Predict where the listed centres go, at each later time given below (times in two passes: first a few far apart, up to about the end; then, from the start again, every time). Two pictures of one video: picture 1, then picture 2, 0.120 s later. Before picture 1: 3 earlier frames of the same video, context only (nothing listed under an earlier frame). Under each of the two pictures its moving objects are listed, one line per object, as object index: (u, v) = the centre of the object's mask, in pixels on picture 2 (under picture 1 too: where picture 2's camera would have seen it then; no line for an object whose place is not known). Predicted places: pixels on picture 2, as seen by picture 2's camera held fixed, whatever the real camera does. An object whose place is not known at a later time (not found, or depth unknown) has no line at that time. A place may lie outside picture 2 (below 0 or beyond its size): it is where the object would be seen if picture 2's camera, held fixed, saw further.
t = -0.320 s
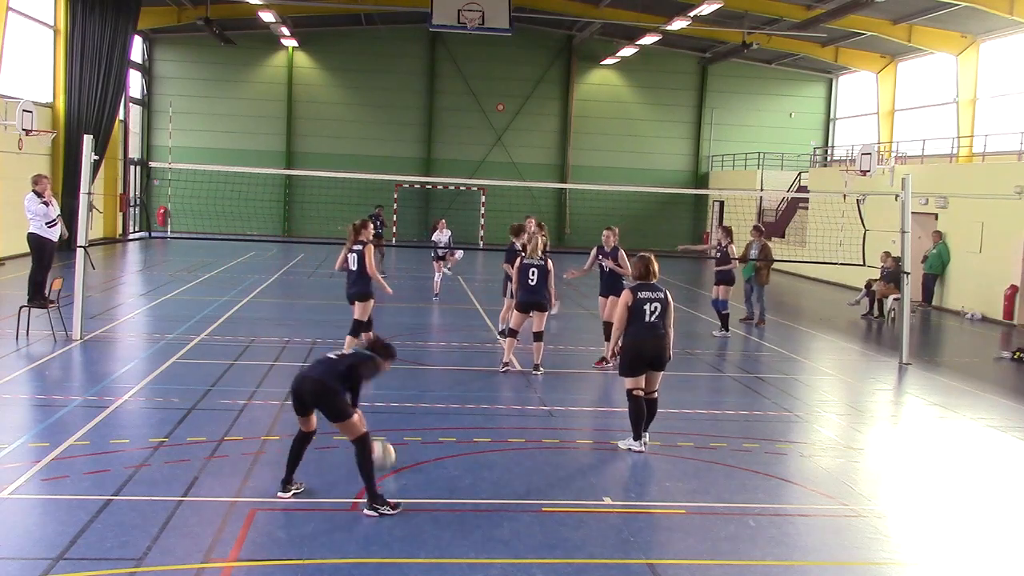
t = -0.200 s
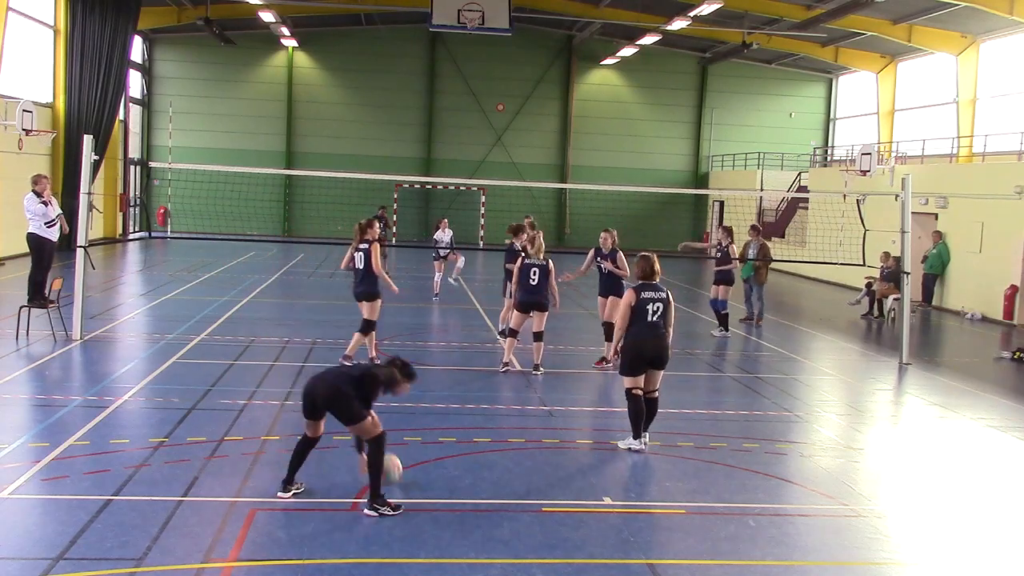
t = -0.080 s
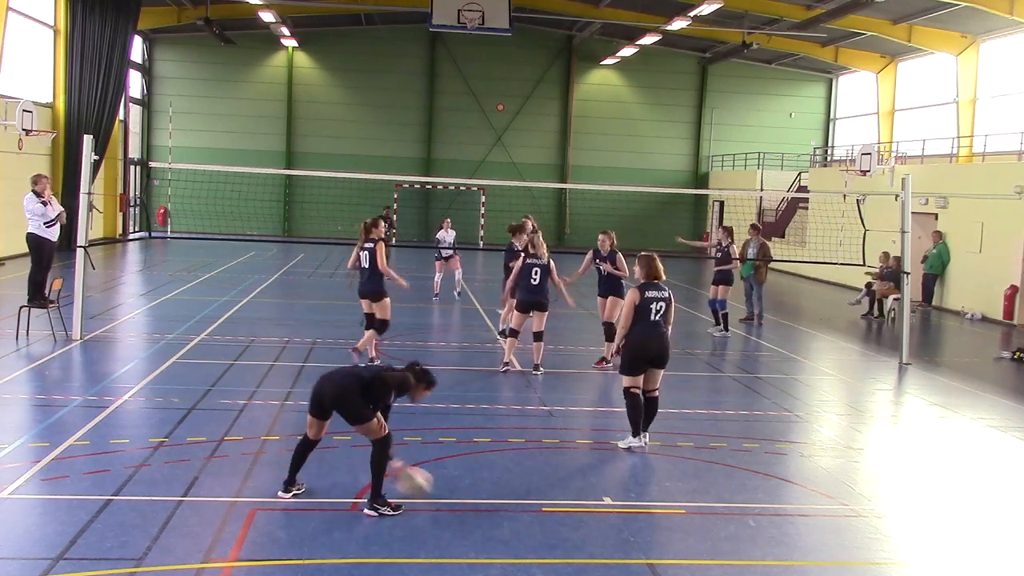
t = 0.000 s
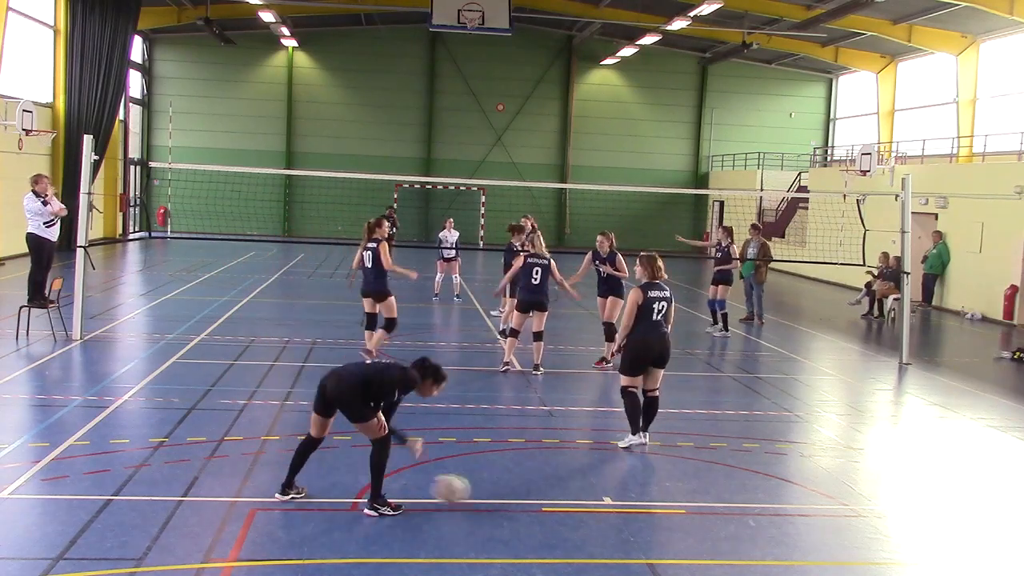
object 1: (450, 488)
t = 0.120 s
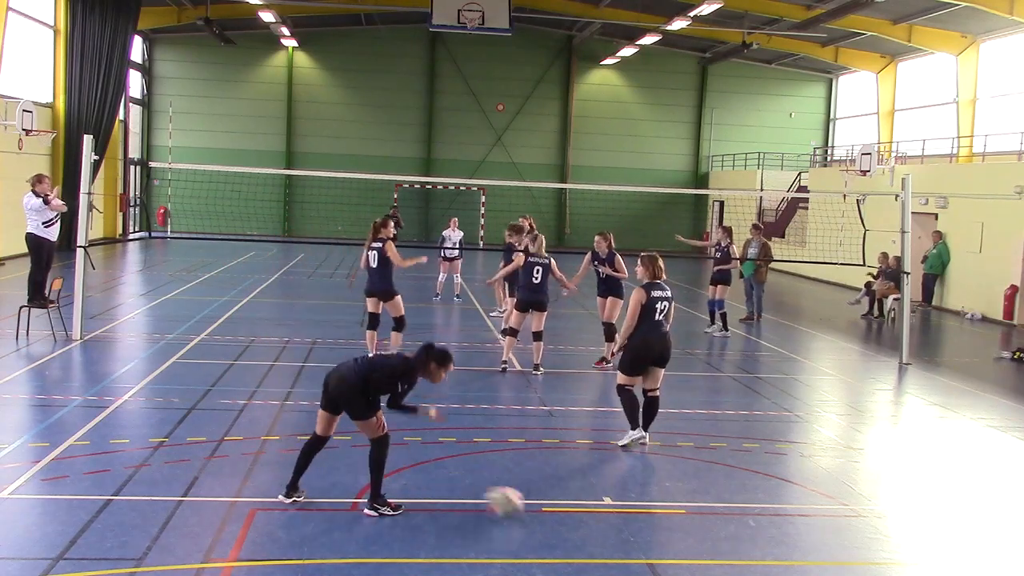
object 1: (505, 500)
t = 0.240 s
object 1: (558, 515)
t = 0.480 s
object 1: (674, 543)
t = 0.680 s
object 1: (782, 565)
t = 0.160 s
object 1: (521, 506)
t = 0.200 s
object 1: (540, 510)
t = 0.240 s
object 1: (558, 515)
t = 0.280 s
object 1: (576, 520)
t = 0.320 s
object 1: (594, 524)
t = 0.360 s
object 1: (613, 529)
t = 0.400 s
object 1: (633, 533)
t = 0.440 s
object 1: (653, 539)
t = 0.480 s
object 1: (674, 543)
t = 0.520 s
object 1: (694, 547)
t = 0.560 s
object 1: (714, 551)
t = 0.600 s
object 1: (736, 556)
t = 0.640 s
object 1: (759, 561)
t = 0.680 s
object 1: (782, 565)
